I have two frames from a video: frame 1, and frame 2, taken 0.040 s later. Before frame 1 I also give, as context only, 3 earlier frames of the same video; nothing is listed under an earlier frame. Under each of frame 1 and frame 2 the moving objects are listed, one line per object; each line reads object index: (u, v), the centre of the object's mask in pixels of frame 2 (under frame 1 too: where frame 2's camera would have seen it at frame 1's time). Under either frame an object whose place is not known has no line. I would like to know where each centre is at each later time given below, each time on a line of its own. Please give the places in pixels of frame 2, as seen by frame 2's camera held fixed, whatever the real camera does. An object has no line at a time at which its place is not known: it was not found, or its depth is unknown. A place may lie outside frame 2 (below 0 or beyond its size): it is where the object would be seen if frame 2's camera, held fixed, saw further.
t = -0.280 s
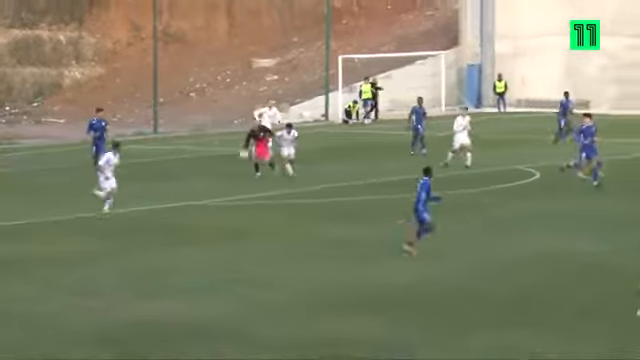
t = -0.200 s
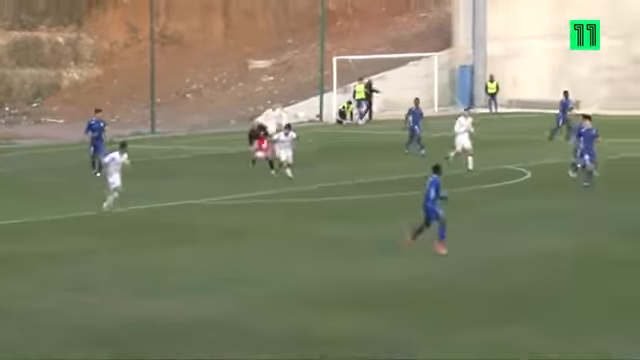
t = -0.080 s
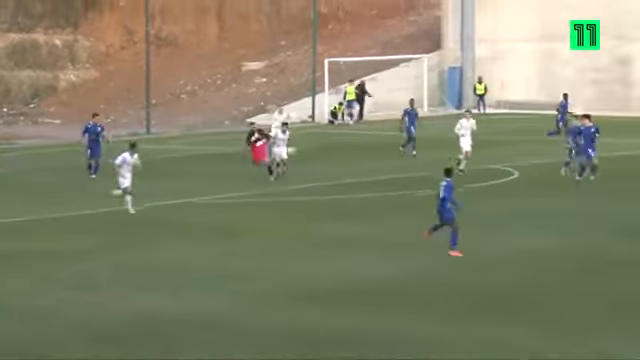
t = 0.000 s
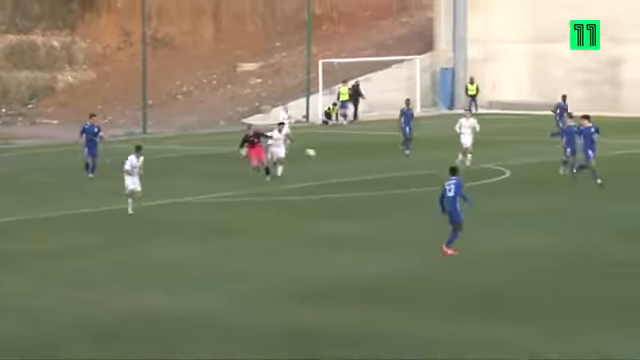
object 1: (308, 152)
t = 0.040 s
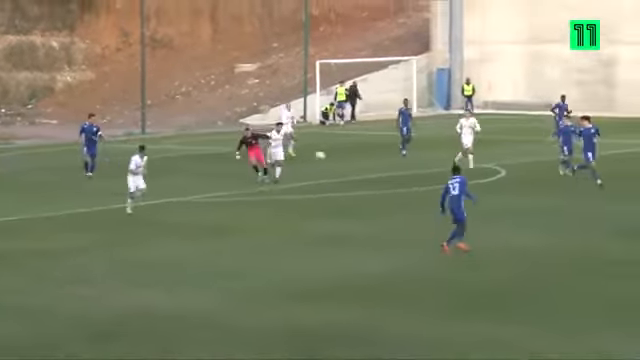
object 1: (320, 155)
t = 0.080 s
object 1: (332, 158)
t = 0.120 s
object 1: (345, 162)
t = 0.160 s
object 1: (356, 167)
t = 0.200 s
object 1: (368, 172)
